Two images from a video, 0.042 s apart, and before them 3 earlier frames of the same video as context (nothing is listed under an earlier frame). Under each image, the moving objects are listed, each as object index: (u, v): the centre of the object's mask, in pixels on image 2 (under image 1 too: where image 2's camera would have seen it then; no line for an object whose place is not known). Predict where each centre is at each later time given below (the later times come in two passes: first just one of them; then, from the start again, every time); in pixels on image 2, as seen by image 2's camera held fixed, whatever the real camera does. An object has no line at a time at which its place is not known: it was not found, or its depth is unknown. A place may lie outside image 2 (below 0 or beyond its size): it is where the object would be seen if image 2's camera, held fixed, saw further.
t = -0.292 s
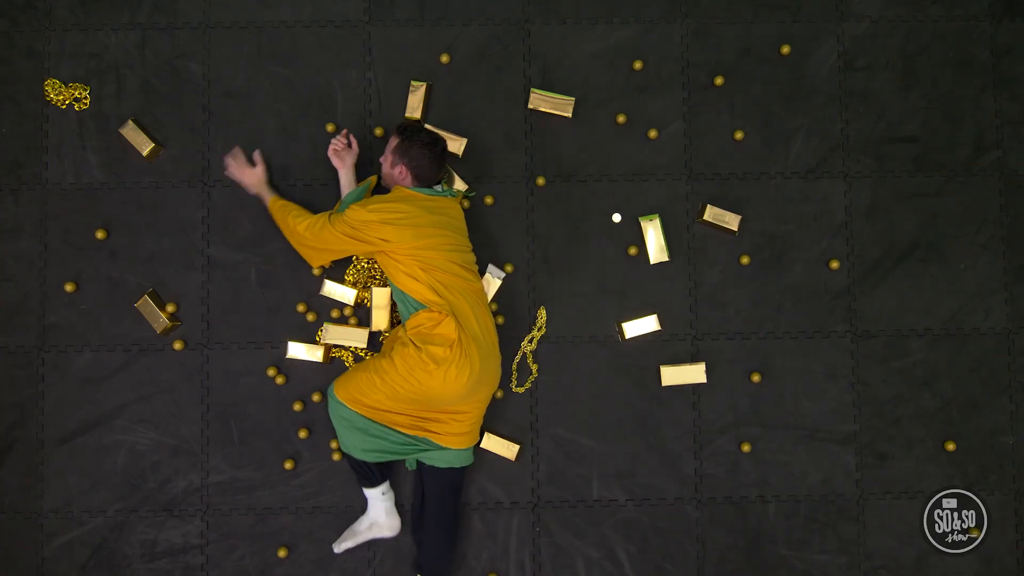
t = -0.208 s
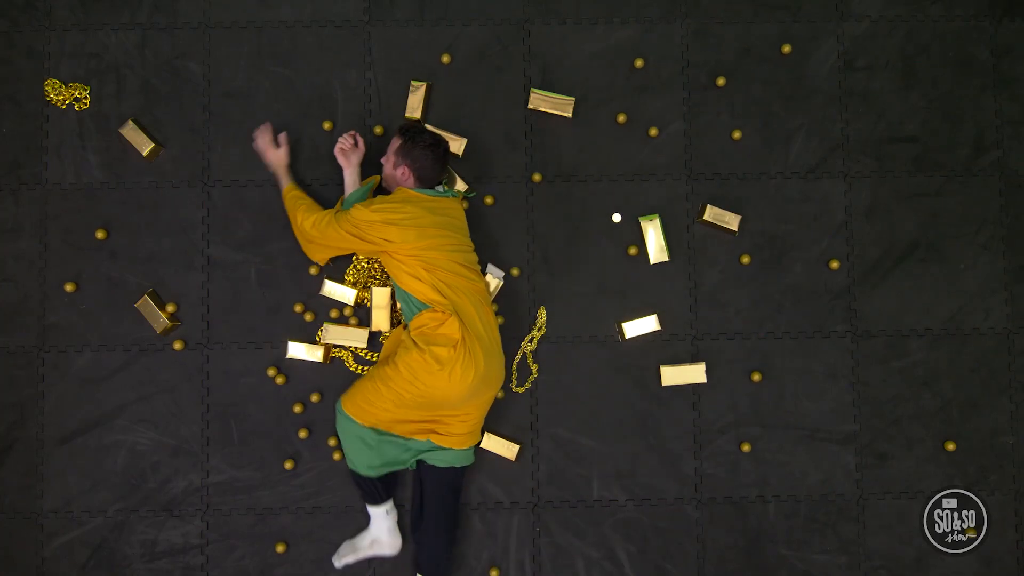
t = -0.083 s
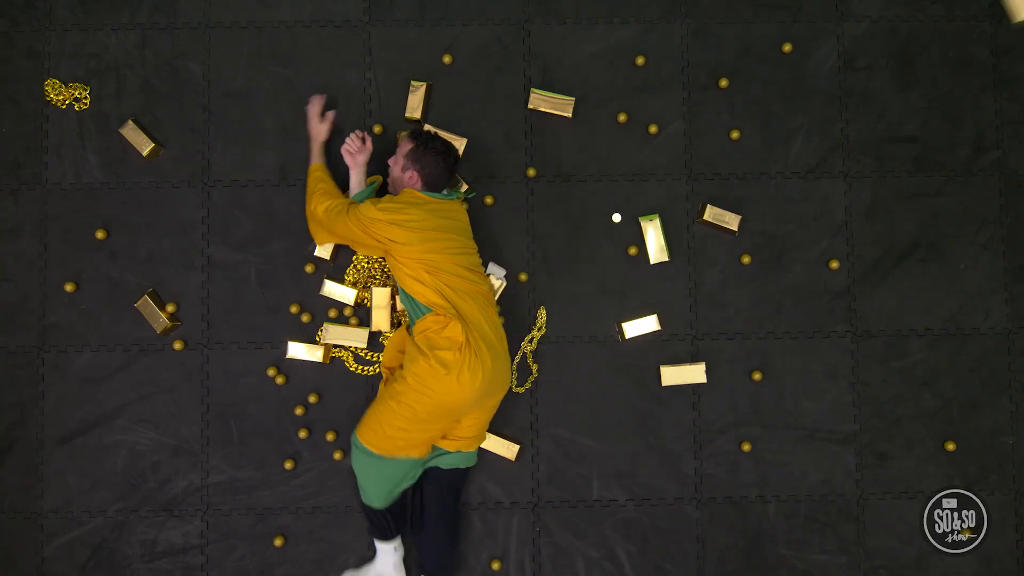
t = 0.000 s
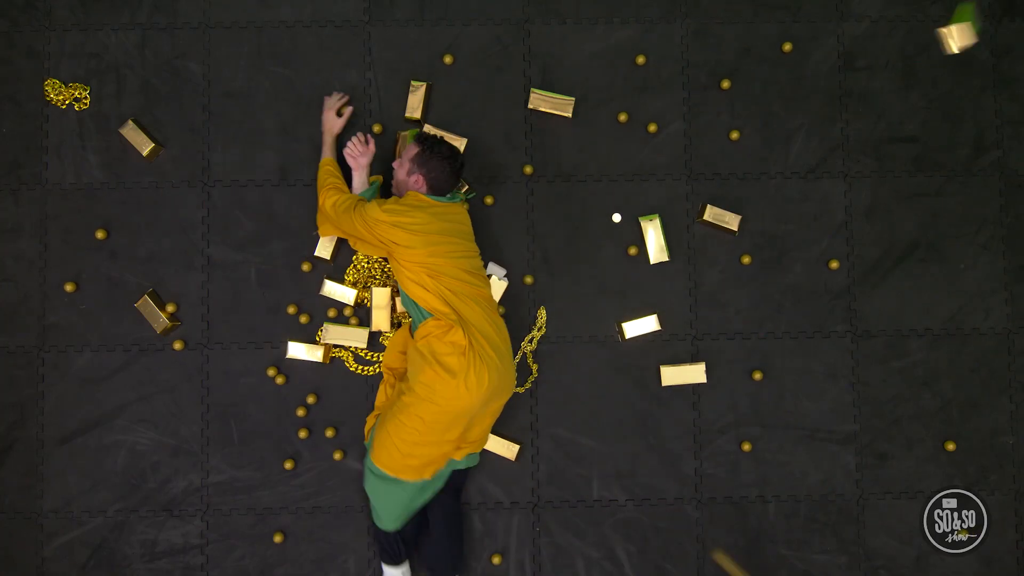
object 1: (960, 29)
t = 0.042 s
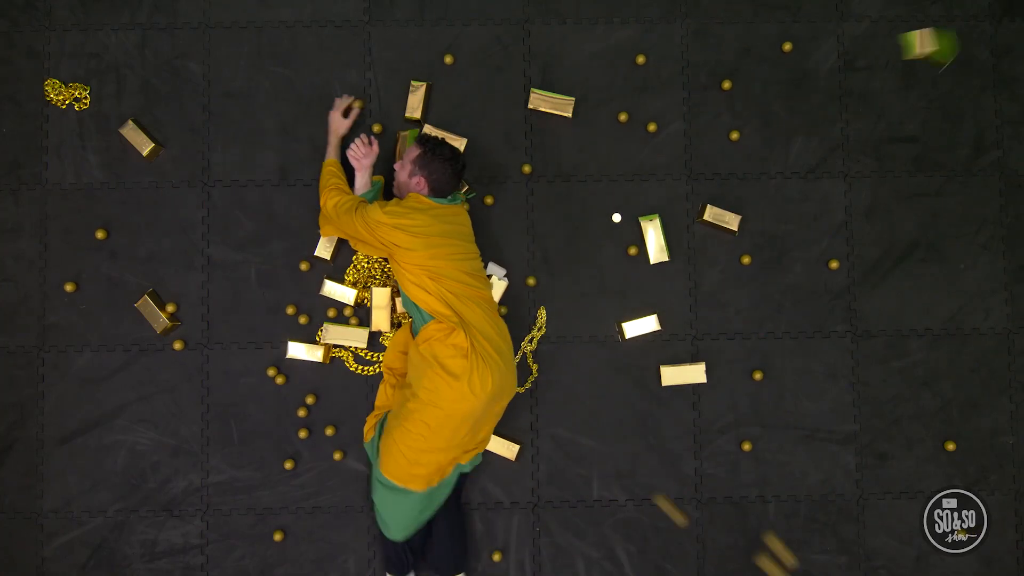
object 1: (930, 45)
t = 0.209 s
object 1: (792, 127)
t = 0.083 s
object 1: (898, 67)
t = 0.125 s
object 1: (862, 89)
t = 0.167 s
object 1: (827, 106)
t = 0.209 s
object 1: (792, 127)
